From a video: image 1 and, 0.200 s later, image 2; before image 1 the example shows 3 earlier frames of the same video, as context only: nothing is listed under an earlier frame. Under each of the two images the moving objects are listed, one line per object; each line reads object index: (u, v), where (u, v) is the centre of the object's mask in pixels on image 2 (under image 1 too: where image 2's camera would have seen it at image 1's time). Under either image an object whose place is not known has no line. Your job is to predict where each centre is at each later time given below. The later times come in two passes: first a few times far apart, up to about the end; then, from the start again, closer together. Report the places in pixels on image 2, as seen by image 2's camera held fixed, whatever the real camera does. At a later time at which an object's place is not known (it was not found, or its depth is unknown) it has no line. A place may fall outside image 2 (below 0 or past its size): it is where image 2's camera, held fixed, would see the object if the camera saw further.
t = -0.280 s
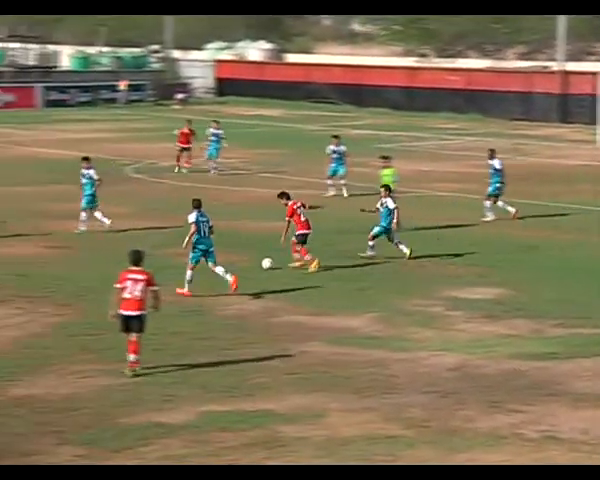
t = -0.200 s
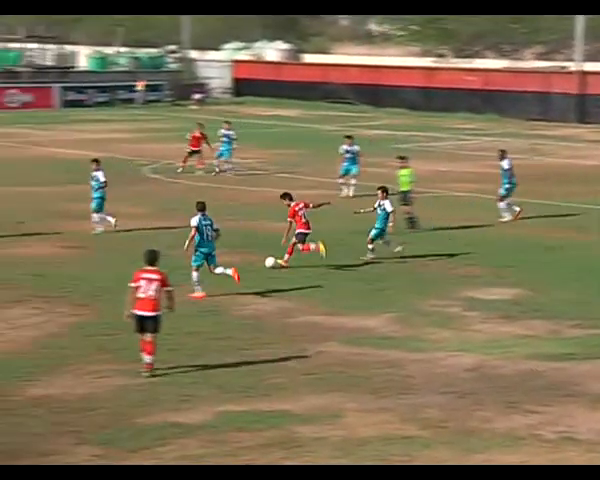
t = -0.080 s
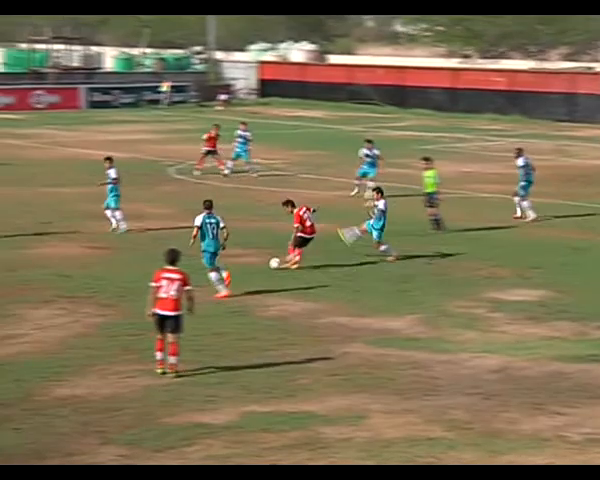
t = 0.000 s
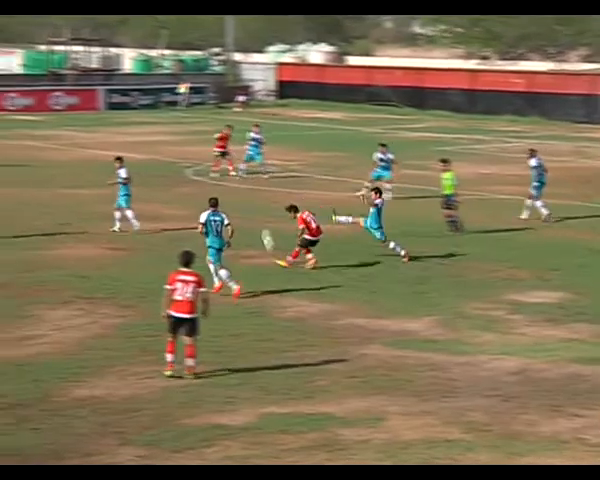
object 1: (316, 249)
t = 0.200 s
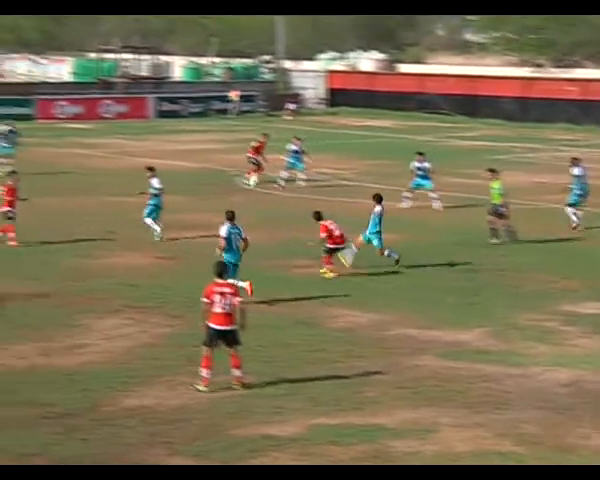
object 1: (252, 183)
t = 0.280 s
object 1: (234, 162)
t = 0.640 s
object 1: (164, 114)
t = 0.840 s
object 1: (137, 108)
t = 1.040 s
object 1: (118, 118)
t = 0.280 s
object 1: (234, 162)
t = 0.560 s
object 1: (176, 120)
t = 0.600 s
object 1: (171, 116)
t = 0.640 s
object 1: (164, 114)
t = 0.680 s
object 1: (159, 110)
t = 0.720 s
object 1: (154, 110)
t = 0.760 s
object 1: (148, 109)
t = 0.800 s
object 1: (142, 108)
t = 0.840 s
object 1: (137, 108)
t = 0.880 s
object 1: (134, 110)
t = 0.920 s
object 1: (128, 109)
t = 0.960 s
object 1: (124, 113)
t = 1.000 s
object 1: (122, 114)
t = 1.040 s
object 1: (118, 118)
